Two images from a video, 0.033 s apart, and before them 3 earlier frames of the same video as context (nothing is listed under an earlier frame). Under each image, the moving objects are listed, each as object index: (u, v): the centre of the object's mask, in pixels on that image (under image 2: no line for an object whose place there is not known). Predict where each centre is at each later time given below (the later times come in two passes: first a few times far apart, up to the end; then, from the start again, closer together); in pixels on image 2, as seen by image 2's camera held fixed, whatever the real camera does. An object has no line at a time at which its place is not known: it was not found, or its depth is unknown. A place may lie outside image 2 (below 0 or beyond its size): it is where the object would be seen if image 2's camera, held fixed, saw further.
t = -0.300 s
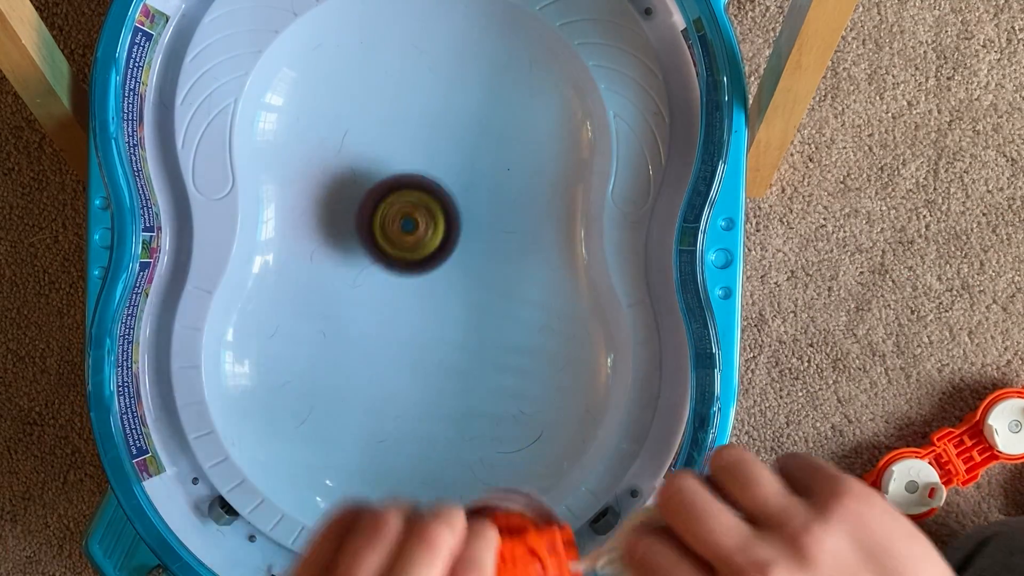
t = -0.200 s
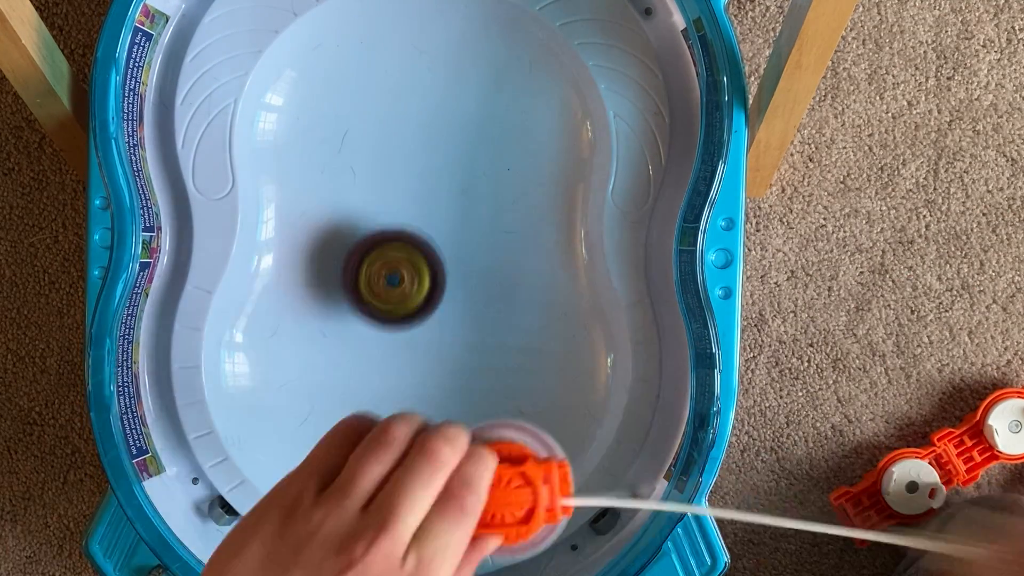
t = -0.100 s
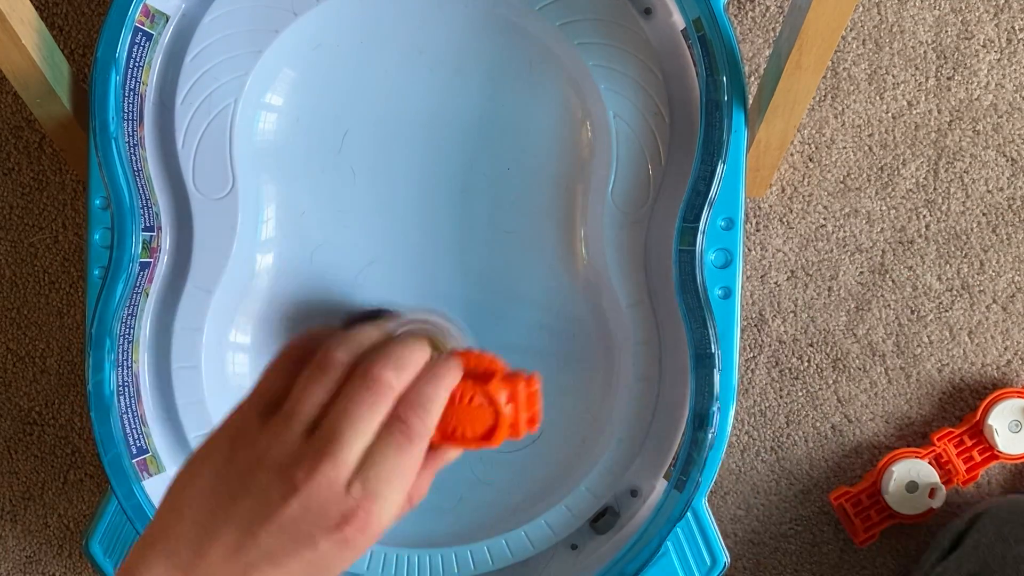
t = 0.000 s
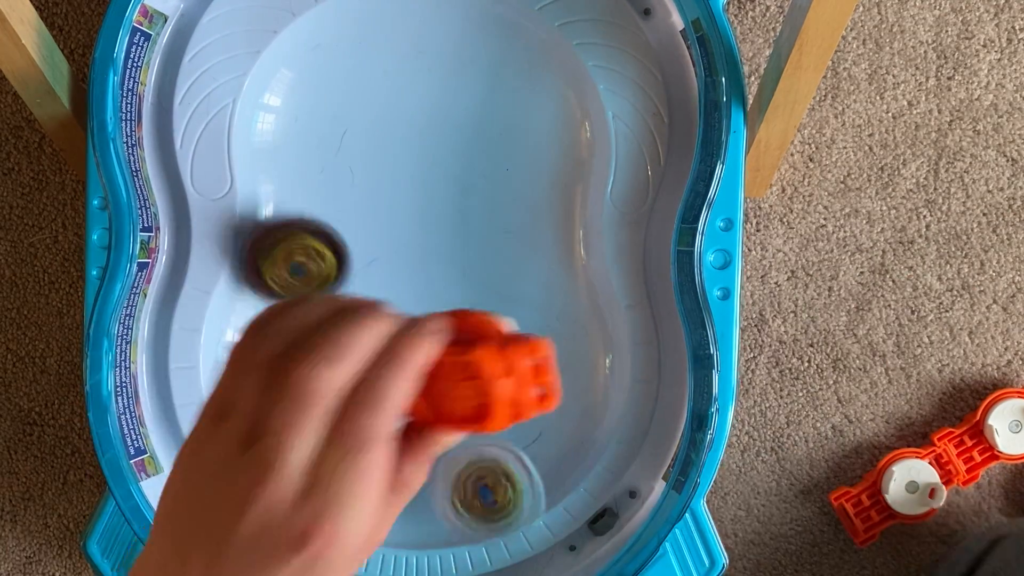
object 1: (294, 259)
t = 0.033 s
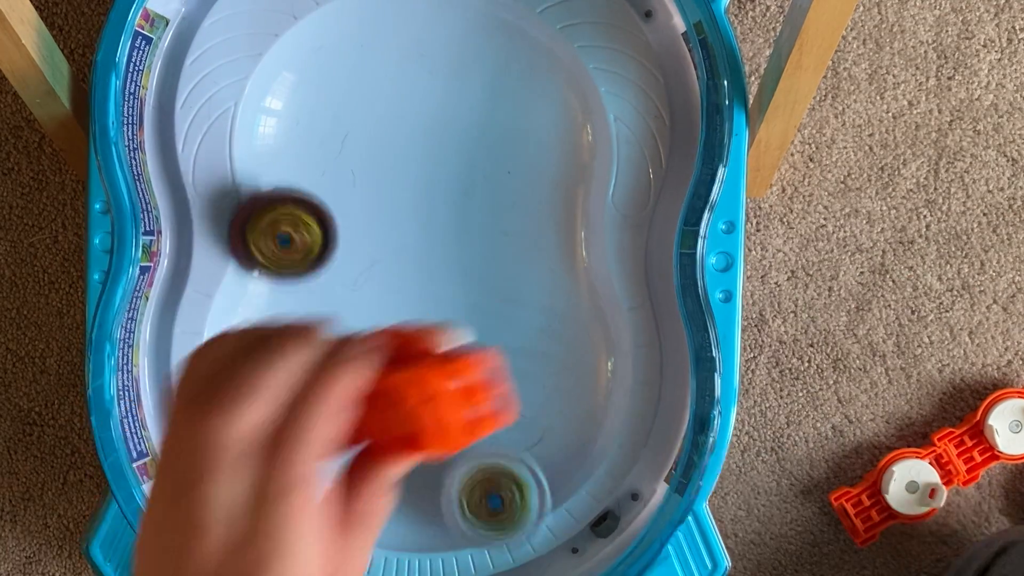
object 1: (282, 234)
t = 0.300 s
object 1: (529, 81)
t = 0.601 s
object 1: (658, 146)
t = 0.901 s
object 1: (395, 292)
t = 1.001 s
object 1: (421, 425)
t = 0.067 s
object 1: (278, 206)
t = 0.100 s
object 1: (290, 185)
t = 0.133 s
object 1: (314, 165)
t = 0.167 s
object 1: (350, 145)
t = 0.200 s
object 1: (391, 128)
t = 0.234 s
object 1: (434, 111)
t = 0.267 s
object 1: (481, 96)
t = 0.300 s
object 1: (529, 81)
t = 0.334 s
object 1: (561, 76)
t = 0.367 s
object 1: (586, 75)
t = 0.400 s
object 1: (610, 78)
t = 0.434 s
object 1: (634, 81)
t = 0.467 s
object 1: (653, 86)
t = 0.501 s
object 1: (646, 94)
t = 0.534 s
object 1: (626, 104)
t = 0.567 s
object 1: (609, 115)
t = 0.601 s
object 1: (658, 146)
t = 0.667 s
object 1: (613, 185)
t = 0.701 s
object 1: (586, 202)
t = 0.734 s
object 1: (559, 220)
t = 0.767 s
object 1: (528, 237)
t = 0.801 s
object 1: (492, 250)
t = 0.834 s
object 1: (455, 263)
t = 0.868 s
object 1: (422, 277)
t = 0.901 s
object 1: (395, 292)
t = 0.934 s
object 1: (373, 313)
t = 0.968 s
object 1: (392, 366)
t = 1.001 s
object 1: (421, 425)
